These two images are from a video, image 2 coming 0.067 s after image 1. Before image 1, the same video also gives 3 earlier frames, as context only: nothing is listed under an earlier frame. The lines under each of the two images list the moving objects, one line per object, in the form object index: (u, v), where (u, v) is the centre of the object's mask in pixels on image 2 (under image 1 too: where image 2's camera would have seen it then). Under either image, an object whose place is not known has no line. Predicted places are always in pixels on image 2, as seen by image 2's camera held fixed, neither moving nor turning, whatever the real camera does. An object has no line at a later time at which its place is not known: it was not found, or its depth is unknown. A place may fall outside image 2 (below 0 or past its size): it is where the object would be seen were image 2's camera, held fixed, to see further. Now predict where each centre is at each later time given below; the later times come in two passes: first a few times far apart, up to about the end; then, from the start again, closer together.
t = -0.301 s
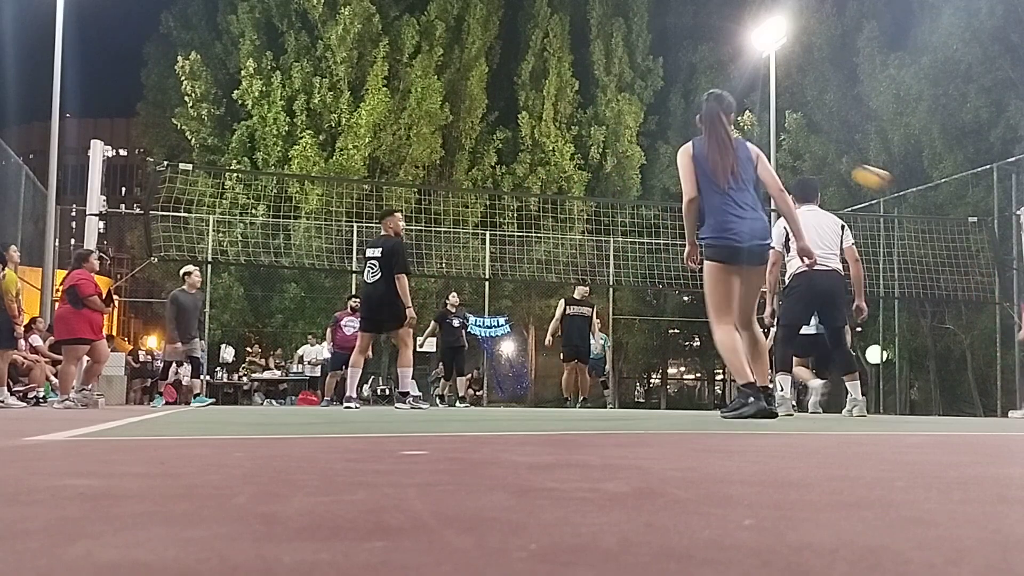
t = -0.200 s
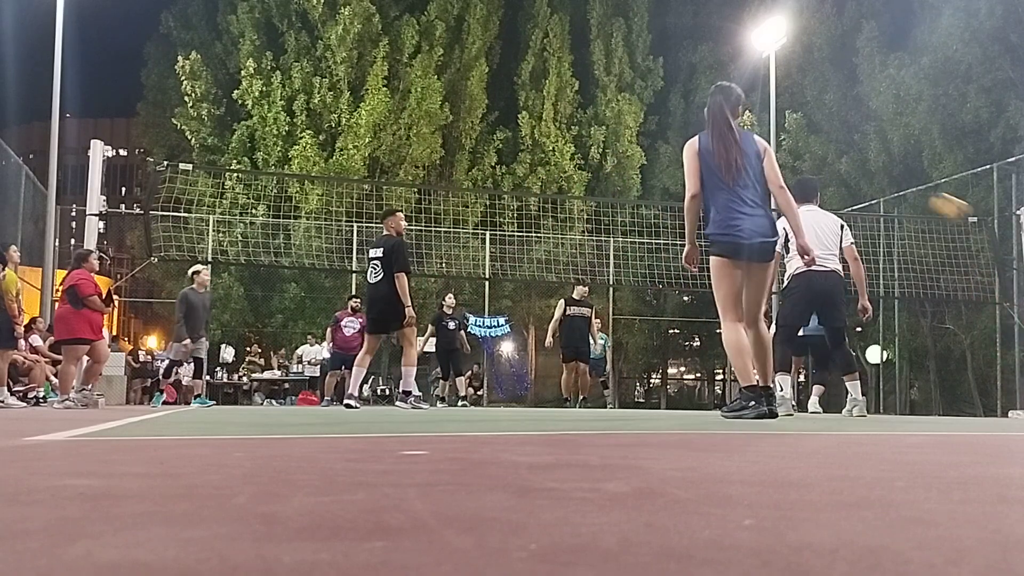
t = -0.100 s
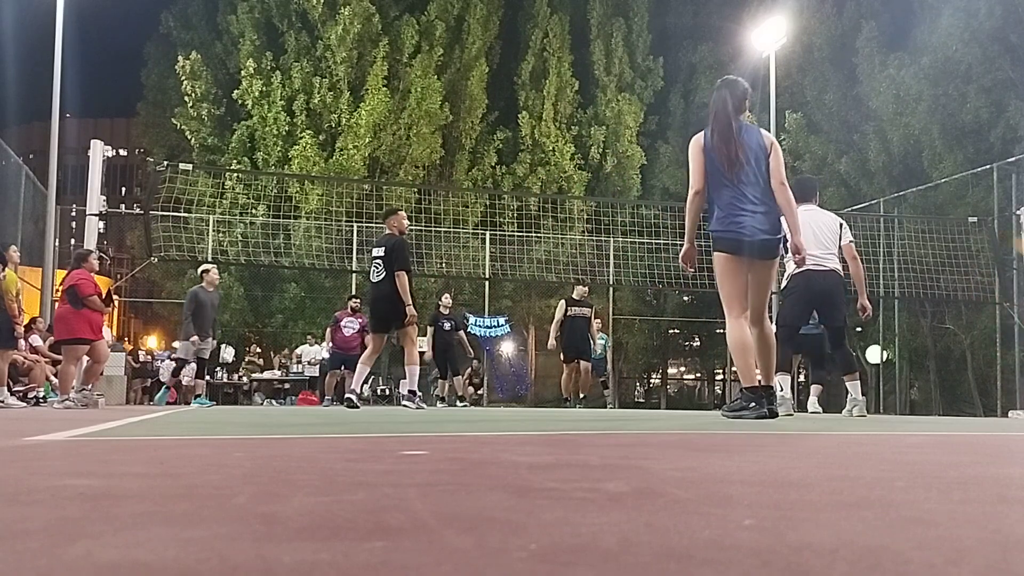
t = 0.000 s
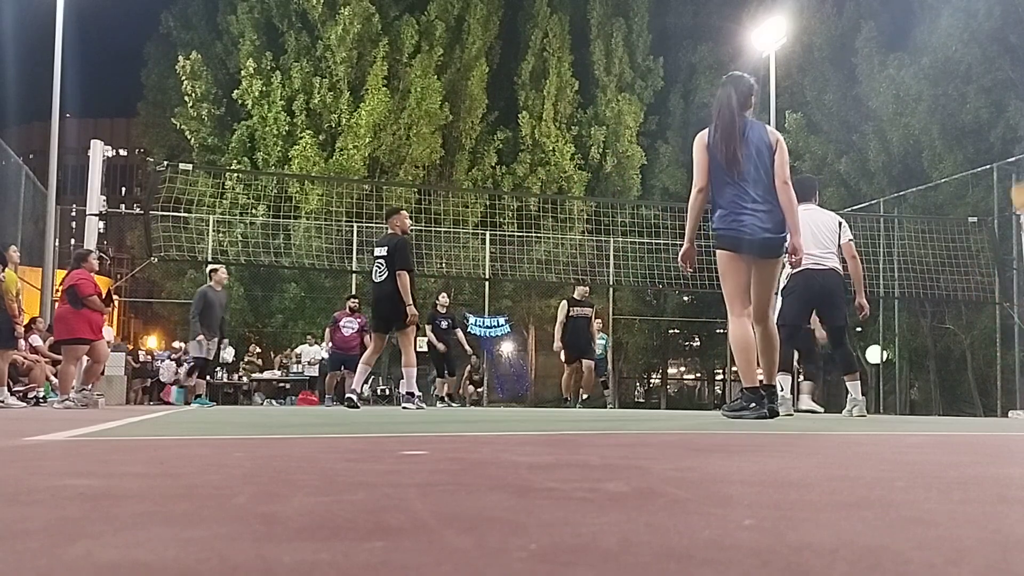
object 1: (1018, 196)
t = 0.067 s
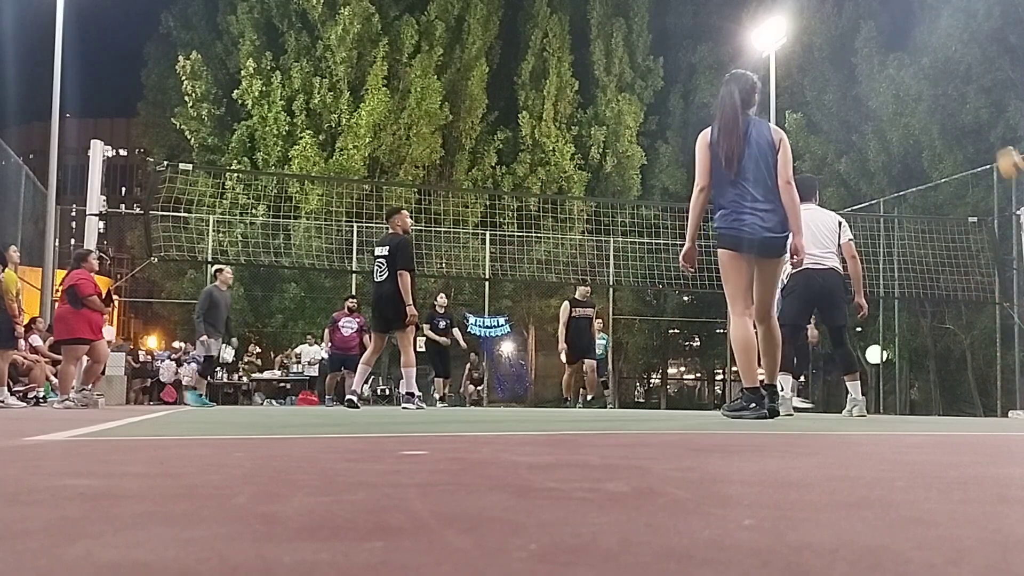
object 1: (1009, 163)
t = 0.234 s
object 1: (975, 96)
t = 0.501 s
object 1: (924, 52)
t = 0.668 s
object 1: (895, 60)
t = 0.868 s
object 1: (862, 103)
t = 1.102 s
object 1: (828, 194)
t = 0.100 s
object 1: (1002, 146)
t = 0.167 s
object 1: (989, 120)
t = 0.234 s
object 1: (975, 96)
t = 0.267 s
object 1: (968, 88)
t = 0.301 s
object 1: (961, 79)
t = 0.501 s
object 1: (924, 52)
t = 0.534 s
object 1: (918, 52)
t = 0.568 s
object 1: (912, 52)
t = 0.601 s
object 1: (906, 54)
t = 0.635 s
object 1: (900, 57)
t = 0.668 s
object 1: (895, 60)
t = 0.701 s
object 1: (889, 65)
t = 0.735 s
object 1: (884, 70)
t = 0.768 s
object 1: (878, 77)
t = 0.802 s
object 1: (873, 84)
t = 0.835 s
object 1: (867, 93)
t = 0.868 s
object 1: (862, 103)
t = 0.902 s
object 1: (857, 113)
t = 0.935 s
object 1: (851, 124)
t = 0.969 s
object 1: (847, 137)
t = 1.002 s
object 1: (841, 150)
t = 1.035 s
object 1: (836, 164)
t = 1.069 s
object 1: (832, 179)
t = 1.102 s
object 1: (828, 194)
